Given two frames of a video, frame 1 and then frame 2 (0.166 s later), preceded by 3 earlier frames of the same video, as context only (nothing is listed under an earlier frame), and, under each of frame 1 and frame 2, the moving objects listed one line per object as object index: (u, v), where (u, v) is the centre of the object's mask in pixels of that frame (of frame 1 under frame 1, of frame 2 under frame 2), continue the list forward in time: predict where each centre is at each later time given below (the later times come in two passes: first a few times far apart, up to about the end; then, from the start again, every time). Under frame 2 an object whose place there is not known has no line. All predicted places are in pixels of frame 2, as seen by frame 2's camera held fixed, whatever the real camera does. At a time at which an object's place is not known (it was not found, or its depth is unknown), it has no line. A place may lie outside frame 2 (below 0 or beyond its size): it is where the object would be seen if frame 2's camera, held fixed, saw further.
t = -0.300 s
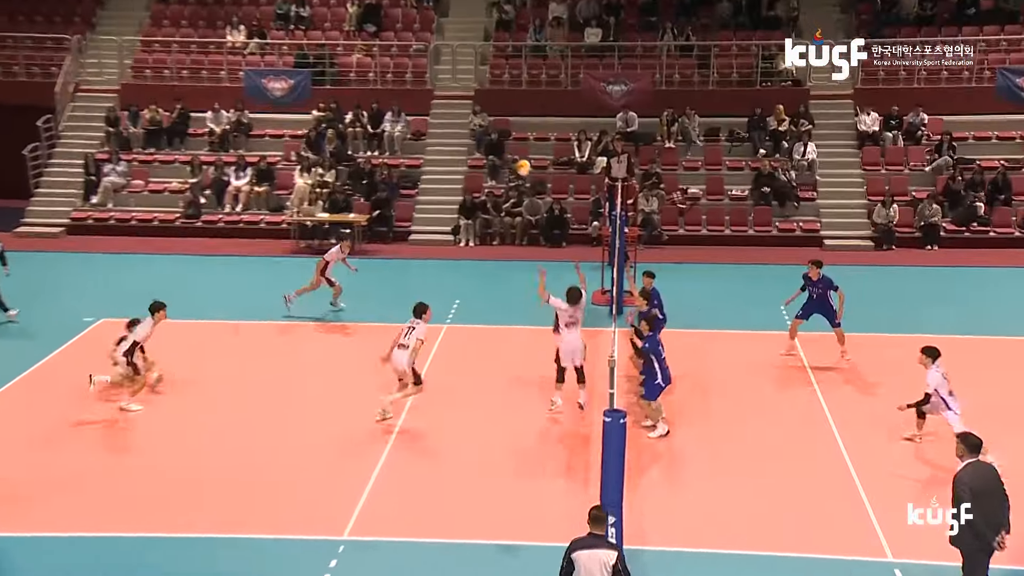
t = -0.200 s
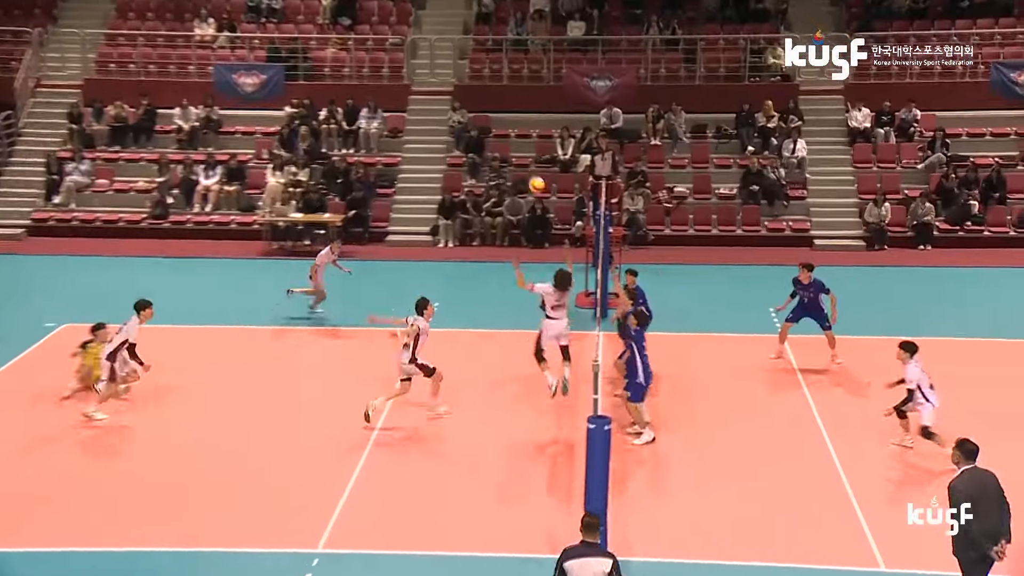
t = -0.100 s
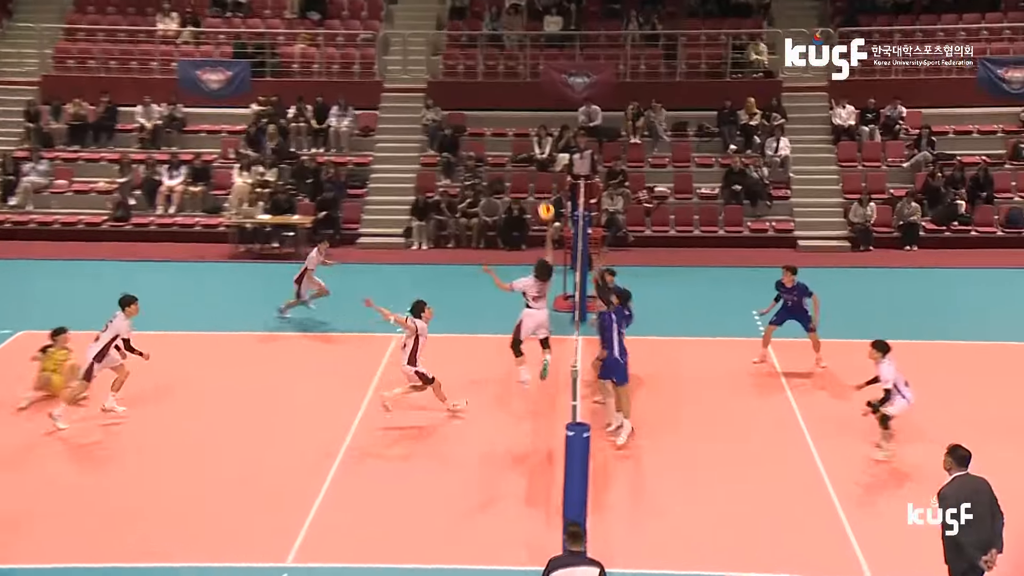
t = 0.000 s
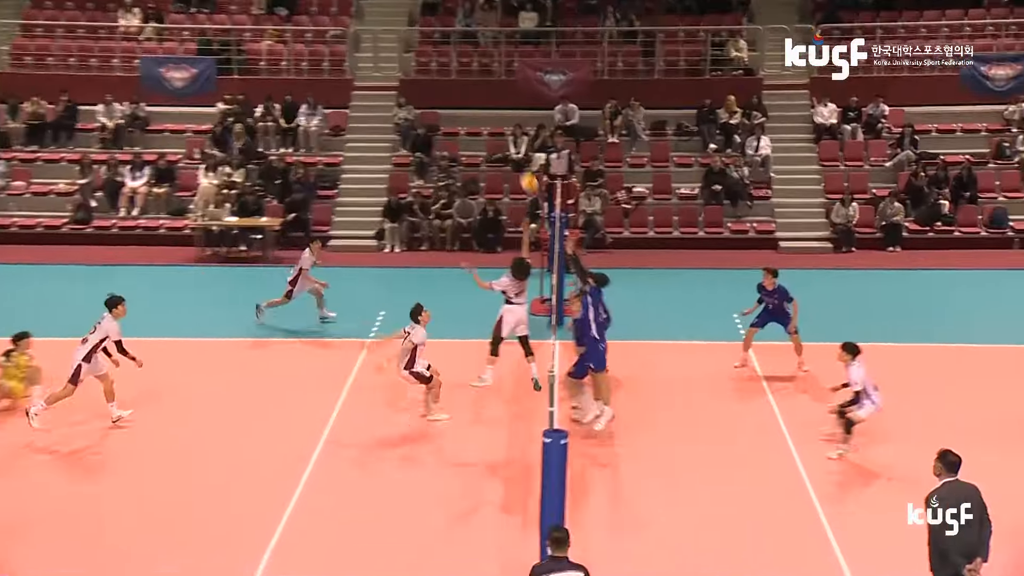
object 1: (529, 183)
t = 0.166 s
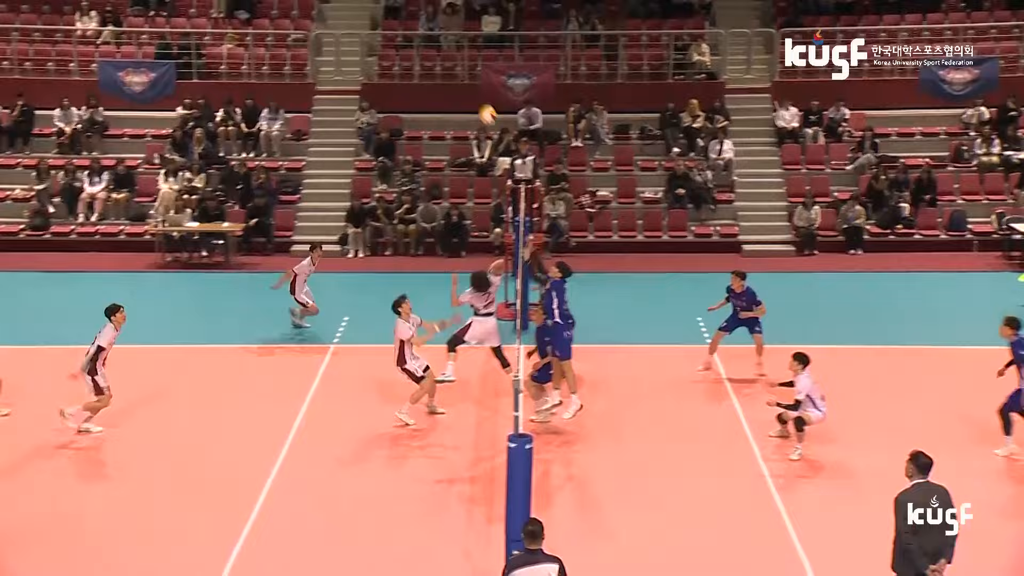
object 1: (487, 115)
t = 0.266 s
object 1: (484, 81)
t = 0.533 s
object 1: (476, 29)
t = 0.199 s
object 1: (487, 103)
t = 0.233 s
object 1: (486, 91)
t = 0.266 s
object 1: (484, 81)
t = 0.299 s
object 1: (483, 71)
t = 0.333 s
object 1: (482, 62)
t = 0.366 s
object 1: (482, 54)
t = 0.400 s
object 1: (481, 47)
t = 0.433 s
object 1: (479, 41)
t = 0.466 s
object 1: (479, 35)
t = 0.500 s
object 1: (477, 32)
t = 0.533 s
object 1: (476, 29)
